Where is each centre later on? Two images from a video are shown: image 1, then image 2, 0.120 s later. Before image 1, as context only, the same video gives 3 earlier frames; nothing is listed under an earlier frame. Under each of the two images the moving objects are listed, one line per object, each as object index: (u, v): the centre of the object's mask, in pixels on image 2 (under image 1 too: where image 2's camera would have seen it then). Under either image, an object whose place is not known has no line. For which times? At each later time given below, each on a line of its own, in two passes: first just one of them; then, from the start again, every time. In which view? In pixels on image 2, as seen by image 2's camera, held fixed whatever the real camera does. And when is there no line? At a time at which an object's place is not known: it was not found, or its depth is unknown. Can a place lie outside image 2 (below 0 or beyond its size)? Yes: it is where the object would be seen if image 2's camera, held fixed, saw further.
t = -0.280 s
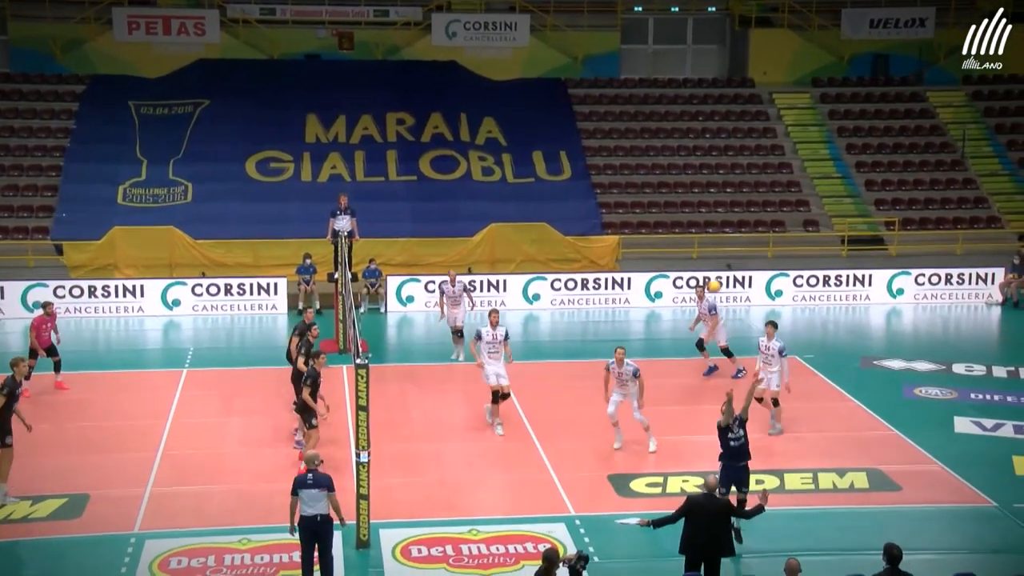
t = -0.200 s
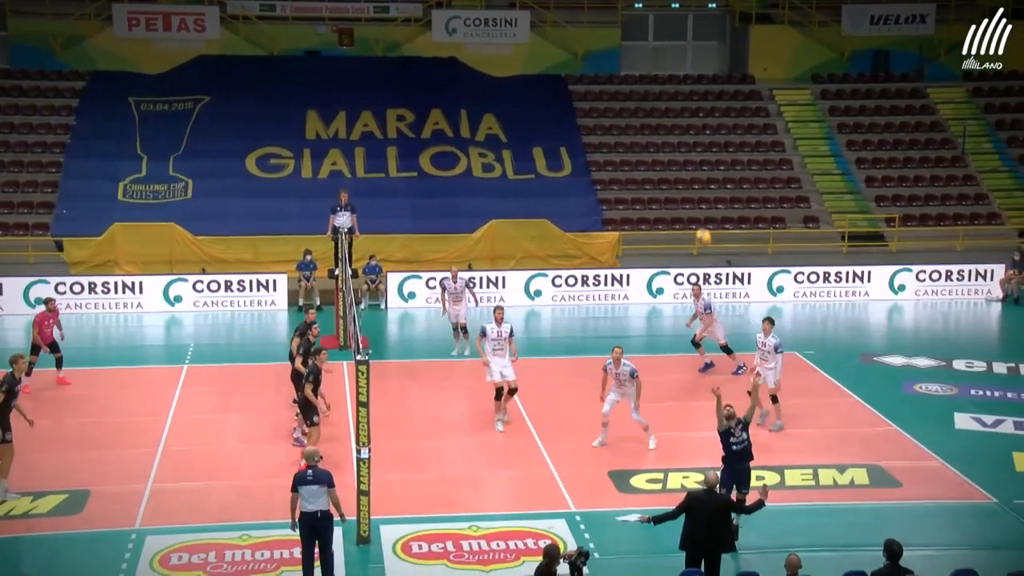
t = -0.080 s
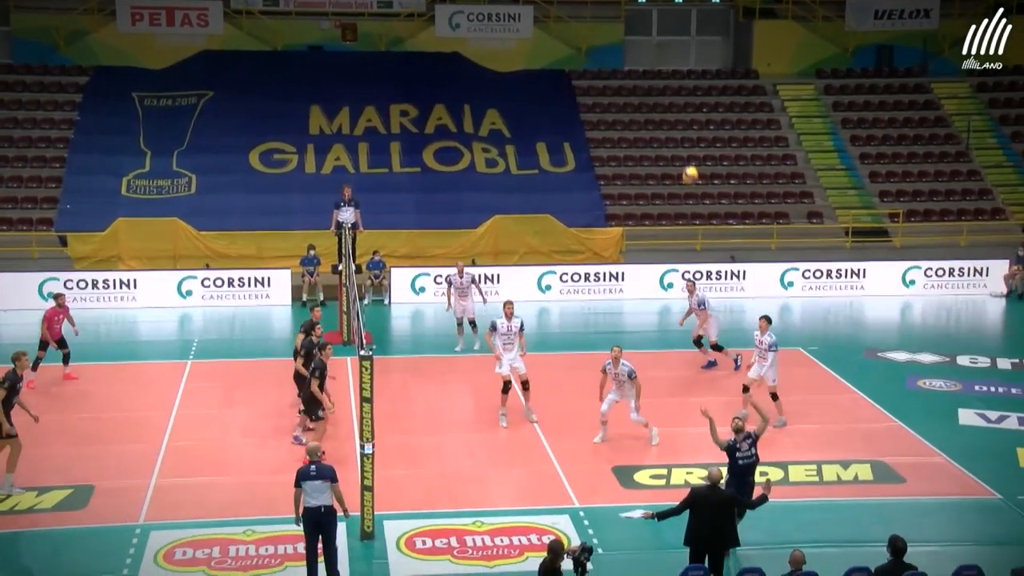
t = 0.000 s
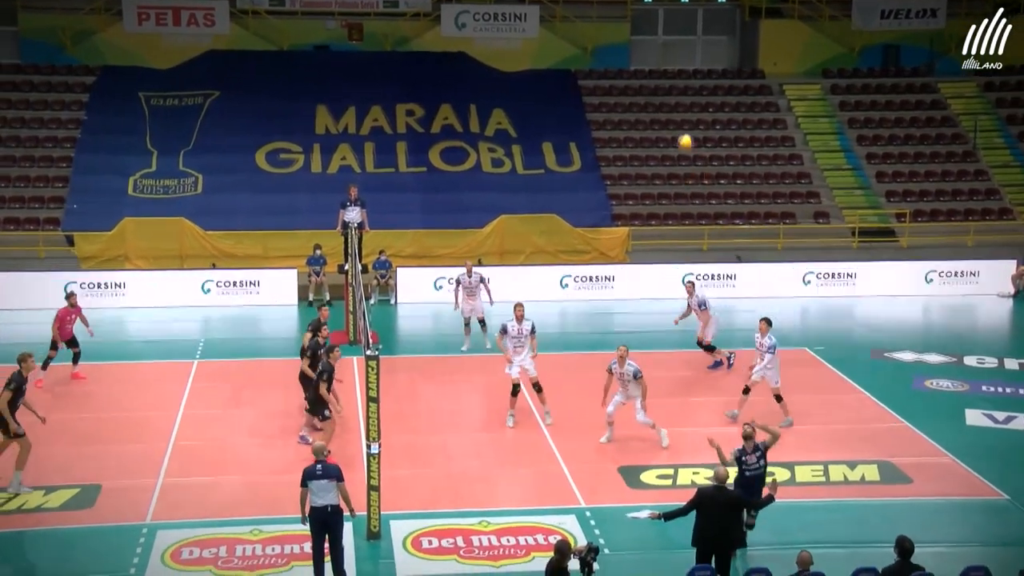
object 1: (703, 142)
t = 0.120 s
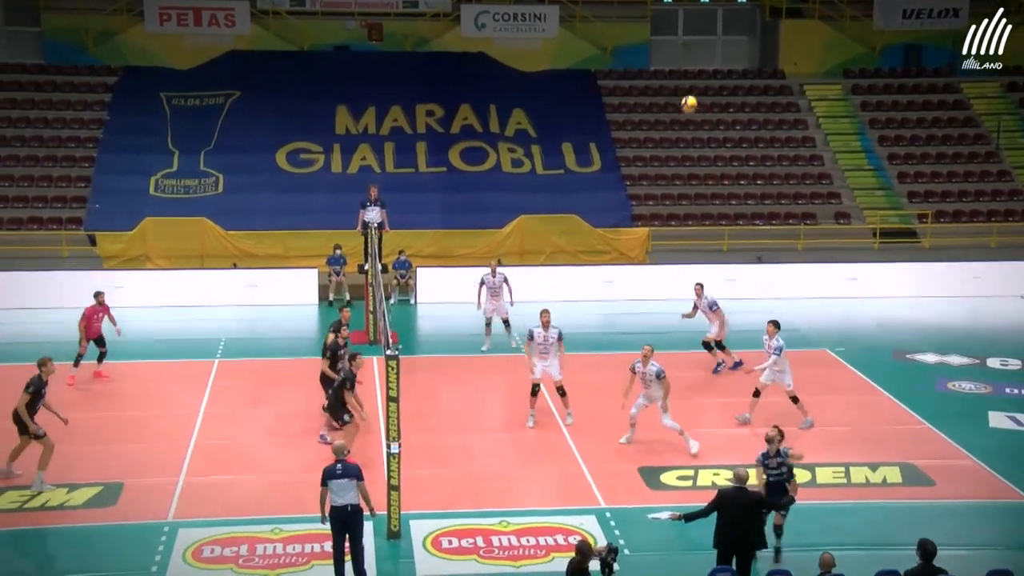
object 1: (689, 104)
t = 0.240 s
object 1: (674, 77)
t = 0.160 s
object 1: (684, 94)
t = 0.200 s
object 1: (679, 85)
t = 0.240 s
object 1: (674, 77)
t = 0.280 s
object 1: (669, 71)
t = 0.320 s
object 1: (665, 66)
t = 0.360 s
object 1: (660, 61)
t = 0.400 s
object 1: (656, 58)
